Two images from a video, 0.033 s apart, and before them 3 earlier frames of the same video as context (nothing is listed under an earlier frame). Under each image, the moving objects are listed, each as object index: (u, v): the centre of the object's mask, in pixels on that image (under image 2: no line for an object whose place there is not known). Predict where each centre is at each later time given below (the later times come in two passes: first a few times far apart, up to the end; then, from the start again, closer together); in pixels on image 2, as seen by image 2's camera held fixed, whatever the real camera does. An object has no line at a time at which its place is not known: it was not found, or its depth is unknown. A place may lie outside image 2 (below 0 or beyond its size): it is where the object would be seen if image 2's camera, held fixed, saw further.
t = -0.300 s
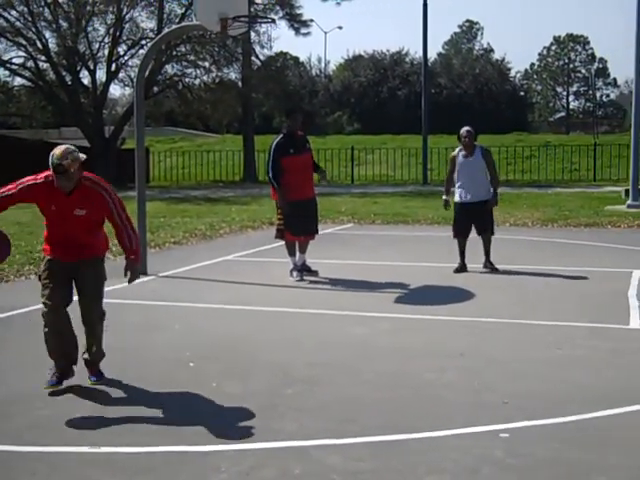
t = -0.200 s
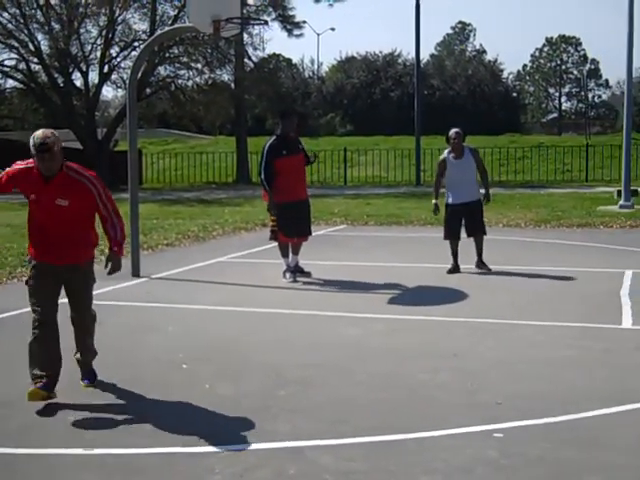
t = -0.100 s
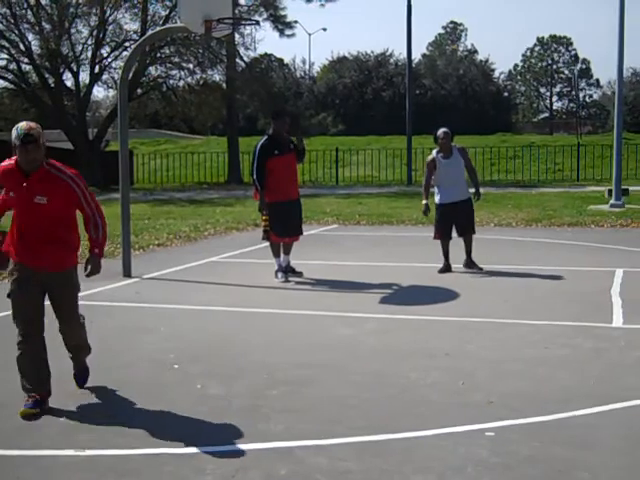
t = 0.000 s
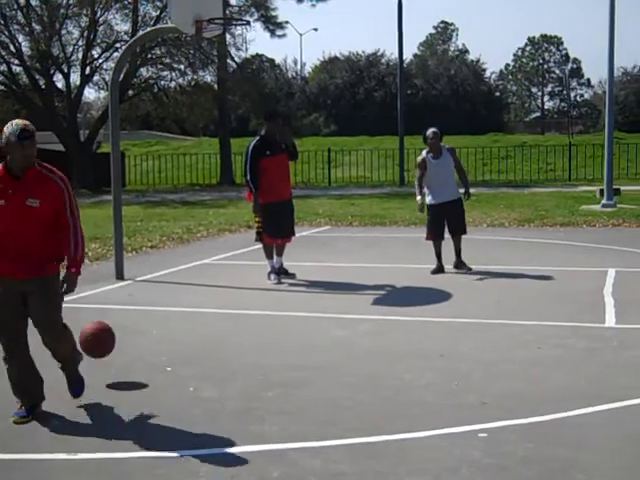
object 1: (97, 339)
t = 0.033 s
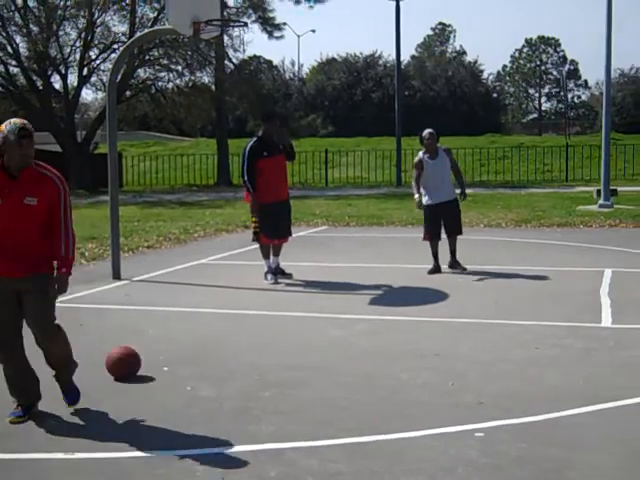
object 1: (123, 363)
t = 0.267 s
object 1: (250, 216)
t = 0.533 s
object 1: (379, 148)
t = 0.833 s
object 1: (504, 182)
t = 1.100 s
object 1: (595, 290)
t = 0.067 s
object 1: (142, 336)
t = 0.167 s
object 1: (197, 269)
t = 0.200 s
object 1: (215, 249)
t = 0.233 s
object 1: (233, 232)
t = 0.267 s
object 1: (250, 216)
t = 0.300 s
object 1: (267, 202)
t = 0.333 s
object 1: (283, 190)
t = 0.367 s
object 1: (300, 179)
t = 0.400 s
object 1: (316, 170)
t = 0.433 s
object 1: (333, 162)
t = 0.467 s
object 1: (348, 156)
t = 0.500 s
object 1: (364, 152)
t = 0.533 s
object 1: (379, 148)
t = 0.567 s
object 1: (394, 147)
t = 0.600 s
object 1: (408, 147)
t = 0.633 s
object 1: (422, 148)
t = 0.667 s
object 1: (437, 150)
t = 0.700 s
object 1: (452, 155)
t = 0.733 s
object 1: (465, 160)
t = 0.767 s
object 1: (478, 166)
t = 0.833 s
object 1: (504, 182)
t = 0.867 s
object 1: (517, 193)
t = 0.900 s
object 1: (529, 203)
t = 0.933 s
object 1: (540, 215)
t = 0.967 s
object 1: (552, 229)
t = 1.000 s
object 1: (563, 243)
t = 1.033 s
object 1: (574, 258)
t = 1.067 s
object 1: (585, 273)
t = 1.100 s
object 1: (595, 290)
